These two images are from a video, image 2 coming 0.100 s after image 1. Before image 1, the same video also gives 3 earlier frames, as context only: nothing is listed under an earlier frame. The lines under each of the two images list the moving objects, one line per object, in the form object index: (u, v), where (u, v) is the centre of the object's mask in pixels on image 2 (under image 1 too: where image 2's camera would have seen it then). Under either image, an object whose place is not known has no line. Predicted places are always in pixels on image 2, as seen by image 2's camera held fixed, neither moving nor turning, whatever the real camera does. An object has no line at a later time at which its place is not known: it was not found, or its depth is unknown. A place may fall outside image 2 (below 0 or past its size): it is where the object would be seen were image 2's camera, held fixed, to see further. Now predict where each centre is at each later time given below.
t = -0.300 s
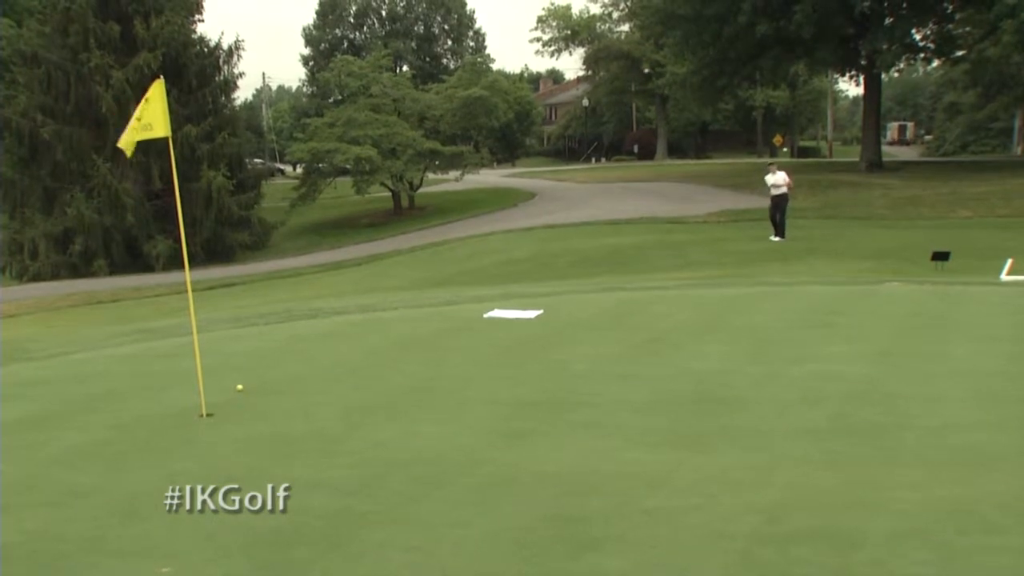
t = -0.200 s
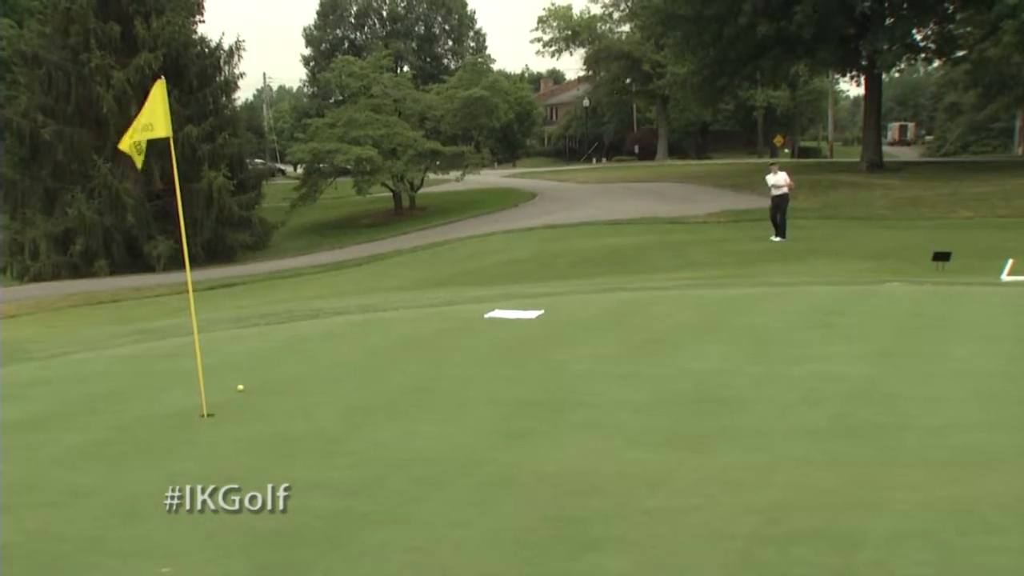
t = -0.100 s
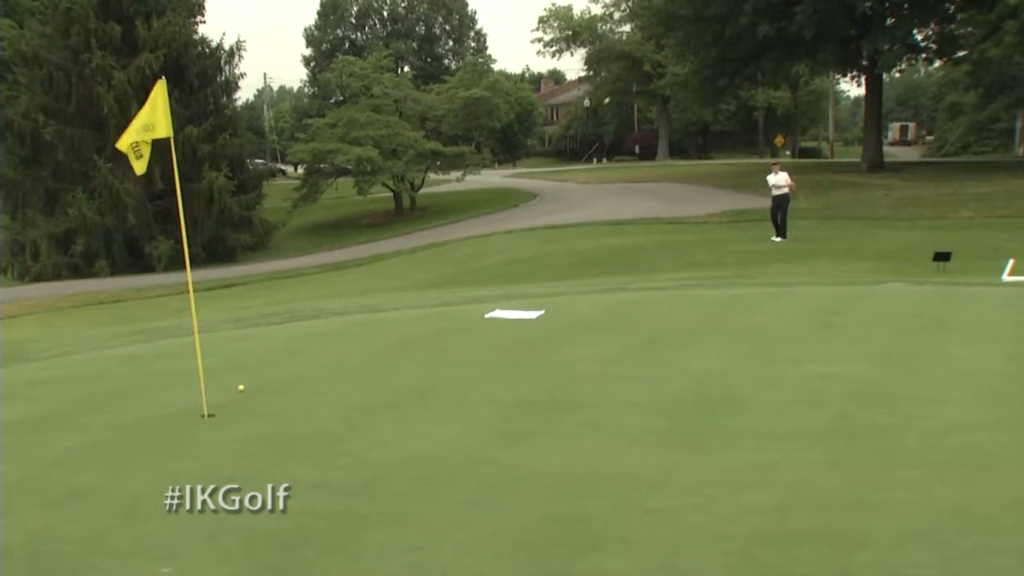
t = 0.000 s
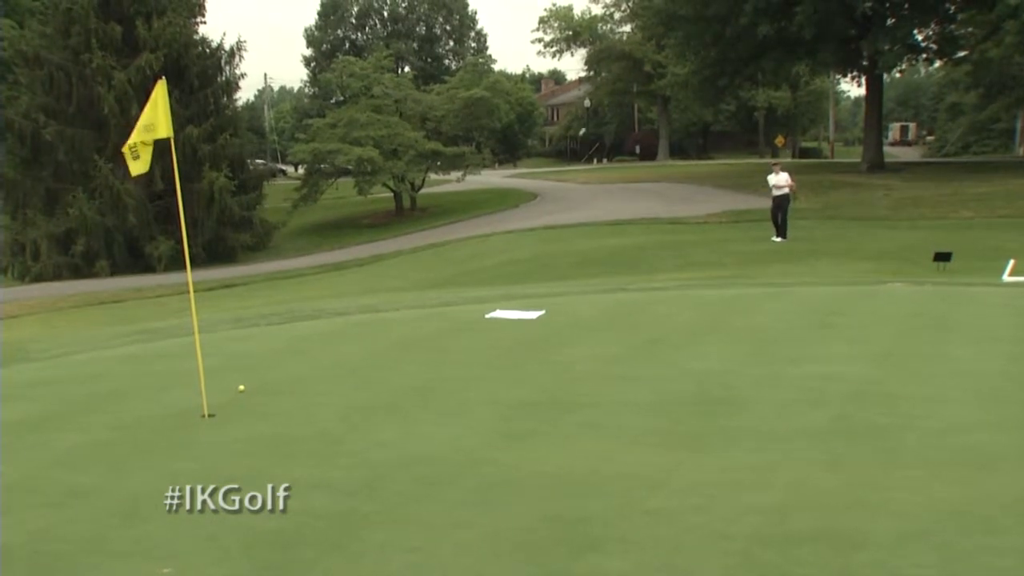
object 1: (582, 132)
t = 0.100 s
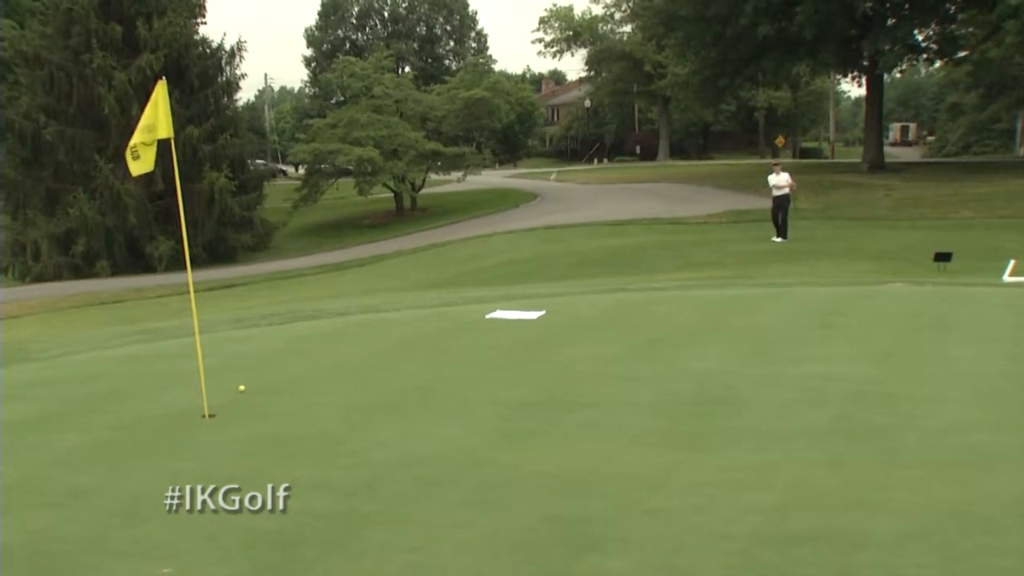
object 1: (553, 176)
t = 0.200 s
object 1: (518, 238)
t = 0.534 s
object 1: (409, 316)
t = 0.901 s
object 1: (275, 396)
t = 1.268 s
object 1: (138, 476)
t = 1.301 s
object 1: (125, 478)
